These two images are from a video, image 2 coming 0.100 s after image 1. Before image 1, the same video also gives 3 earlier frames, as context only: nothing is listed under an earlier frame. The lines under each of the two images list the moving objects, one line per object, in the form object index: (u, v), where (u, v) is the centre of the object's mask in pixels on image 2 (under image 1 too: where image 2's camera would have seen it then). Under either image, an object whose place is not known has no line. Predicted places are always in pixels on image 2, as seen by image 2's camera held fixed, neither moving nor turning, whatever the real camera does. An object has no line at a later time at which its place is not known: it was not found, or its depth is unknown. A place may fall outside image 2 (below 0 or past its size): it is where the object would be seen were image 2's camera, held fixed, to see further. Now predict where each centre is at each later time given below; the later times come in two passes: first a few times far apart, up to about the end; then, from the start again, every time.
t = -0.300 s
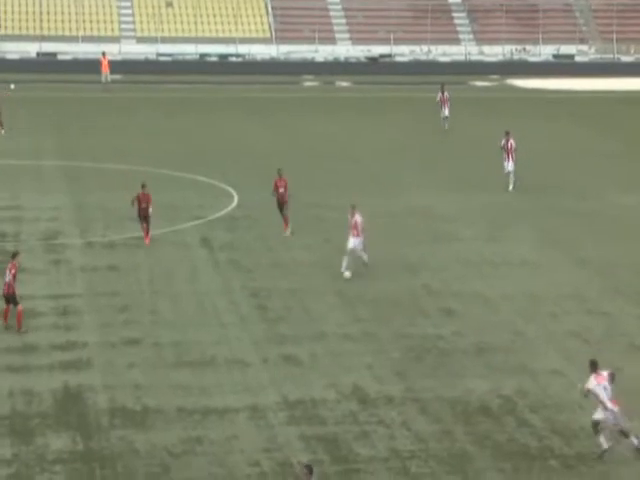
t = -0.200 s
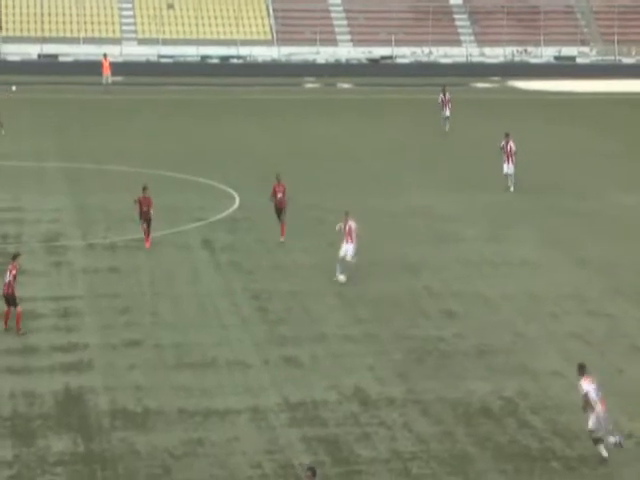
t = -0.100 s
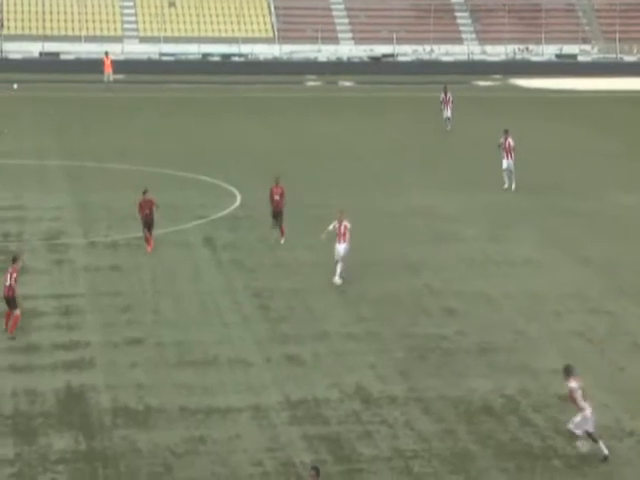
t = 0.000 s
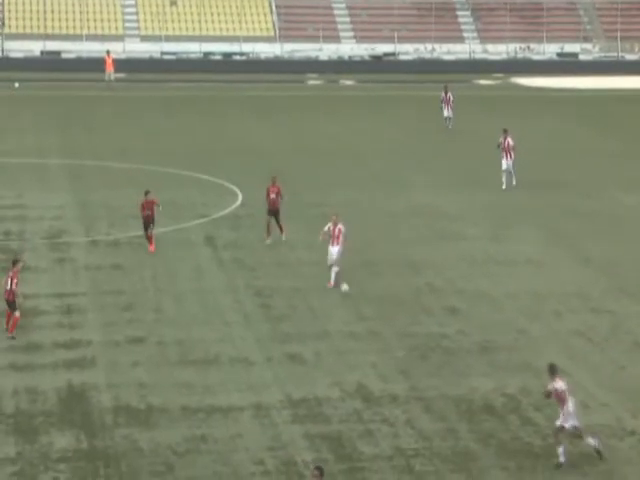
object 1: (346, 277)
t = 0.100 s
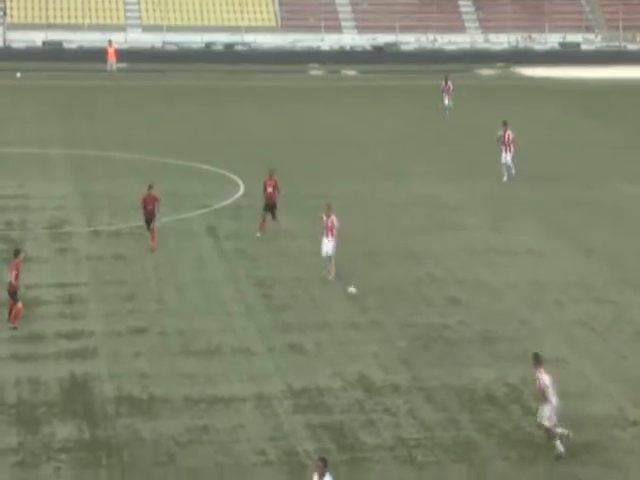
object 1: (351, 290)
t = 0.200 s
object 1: (358, 299)
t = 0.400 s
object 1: (369, 318)
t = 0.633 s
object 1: (381, 339)
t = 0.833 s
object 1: (390, 353)
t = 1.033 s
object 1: (400, 373)
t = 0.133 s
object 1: (354, 294)
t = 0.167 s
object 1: (356, 297)
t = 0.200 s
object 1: (358, 299)
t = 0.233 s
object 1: (360, 301)
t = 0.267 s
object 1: (361, 305)
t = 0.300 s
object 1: (364, 309)
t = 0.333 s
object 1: (366, 315)
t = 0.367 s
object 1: (368, 317)
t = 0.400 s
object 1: (369, 318)
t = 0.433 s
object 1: (371, 320)
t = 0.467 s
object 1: (373, 322)
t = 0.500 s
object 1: (374, 325)
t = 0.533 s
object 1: (376, 329)
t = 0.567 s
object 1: (378, 334)
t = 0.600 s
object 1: (379, 337)
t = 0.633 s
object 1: (381, 339)
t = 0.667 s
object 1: (382, 340)
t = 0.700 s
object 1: (384, 341)
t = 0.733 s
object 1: (385, 343)
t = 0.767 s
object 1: (387, 346)
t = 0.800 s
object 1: (388, 349)
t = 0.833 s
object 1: (390, 353)
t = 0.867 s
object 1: (392, 358)
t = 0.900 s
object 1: (393, 362)
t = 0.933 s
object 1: (395, 367)
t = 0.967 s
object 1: (397, 369)
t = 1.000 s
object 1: (397, 370)
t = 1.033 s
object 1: (400, 373)
